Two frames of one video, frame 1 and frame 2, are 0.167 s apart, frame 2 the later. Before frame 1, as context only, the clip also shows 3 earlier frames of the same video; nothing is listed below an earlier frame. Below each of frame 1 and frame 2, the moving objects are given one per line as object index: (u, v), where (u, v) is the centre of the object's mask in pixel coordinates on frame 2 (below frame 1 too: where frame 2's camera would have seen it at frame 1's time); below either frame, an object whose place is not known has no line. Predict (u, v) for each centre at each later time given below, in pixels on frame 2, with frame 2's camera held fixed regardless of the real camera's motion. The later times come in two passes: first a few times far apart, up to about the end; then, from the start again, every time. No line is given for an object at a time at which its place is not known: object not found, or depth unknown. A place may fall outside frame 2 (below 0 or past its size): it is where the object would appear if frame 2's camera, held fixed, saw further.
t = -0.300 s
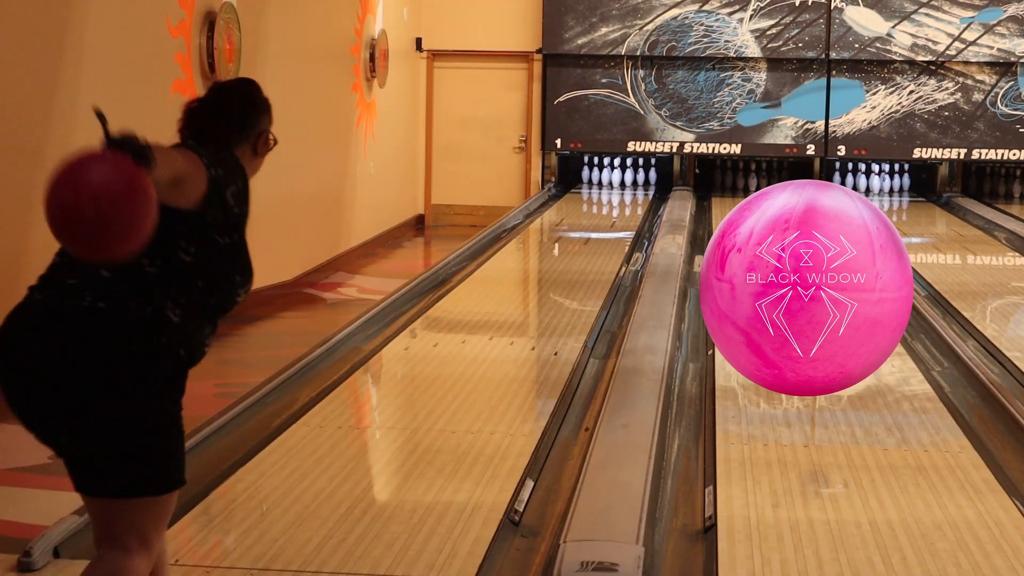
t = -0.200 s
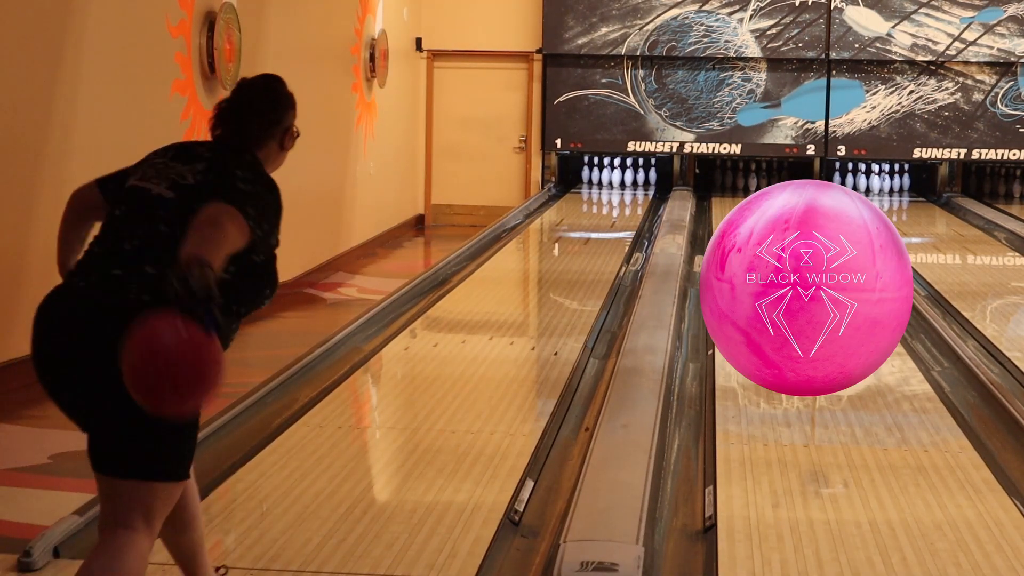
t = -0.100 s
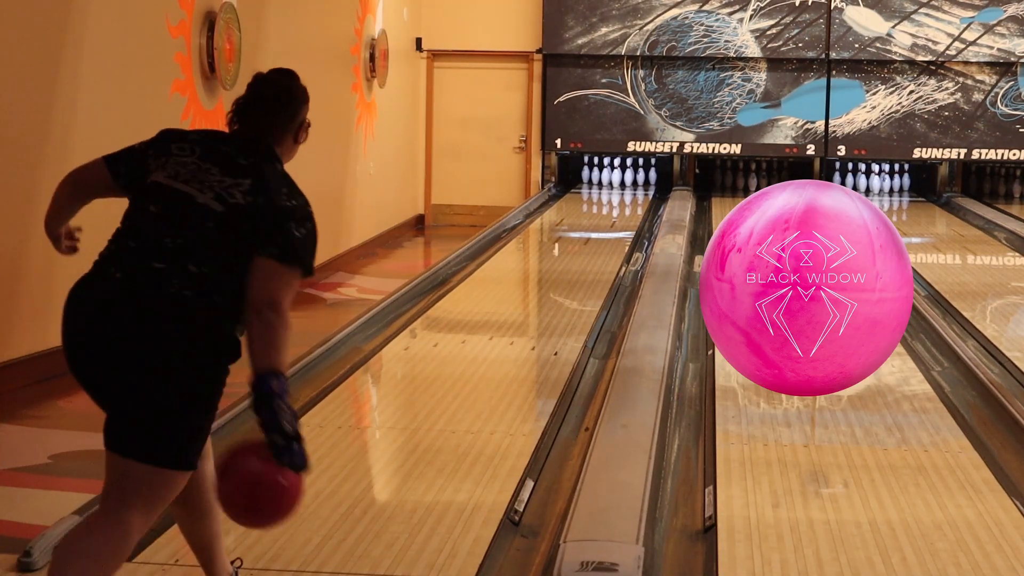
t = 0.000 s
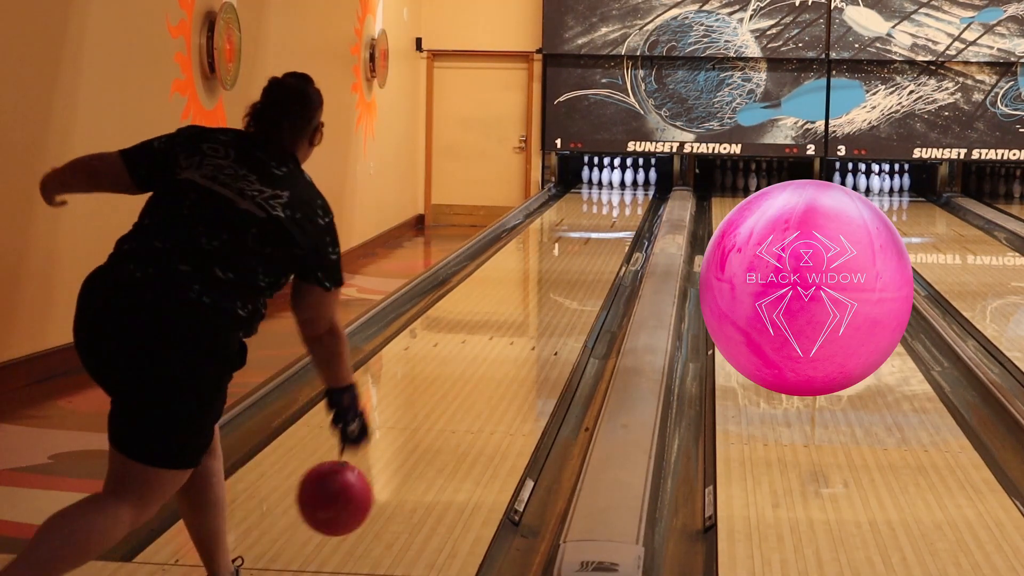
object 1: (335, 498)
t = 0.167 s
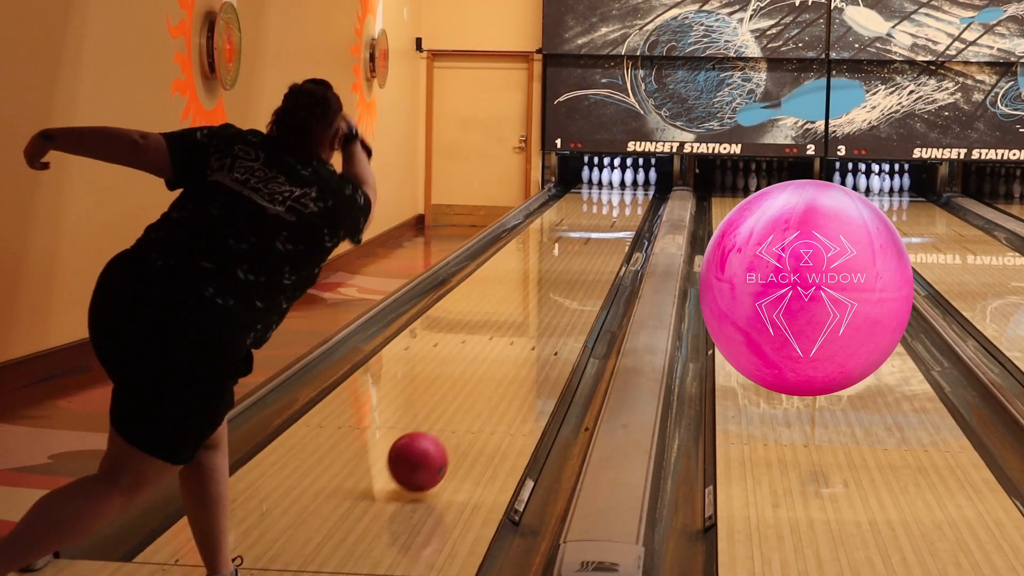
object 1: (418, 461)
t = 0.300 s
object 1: (464, 414)
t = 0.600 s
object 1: (533, 336)
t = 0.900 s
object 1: (574, 288)
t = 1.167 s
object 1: (597, 259)
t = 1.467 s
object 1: (614, 234)
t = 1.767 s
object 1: (624, 216)
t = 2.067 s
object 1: (627, 202)
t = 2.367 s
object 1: (626, 191)
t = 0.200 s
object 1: (430, 450)
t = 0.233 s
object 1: (442, 438)
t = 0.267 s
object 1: (453, 426)
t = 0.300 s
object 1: (464, 414)
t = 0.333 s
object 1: (473, 404)
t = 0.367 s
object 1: (483, 393)
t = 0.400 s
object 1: (491, 384)
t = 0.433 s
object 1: (499, 374)
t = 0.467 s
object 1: (506, 366)
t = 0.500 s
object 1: (513, 358)
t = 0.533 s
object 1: (520, 350)
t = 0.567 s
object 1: (526, 343)
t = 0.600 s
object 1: (533, 336)
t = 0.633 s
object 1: (538, 329)
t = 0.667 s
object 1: (543, 323)
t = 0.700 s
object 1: (548, 317)
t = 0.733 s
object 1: (553, 312)
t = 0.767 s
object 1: (558, 306)
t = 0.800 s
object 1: (562, 301)
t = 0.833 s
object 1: (566, 297)
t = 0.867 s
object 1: (570, 292)
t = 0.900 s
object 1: (574, 288)
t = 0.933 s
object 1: (577, 284)
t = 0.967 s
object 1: (581, 280)
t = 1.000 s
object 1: (584, 276)
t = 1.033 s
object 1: (587, 272)
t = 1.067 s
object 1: (590, 269)
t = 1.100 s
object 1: (592, 265)
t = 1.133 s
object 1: (595, 262)
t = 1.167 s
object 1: (597, 259)
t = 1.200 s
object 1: (600, 255)
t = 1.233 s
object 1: (602, 252)
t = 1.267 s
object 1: (604, 250)
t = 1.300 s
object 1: (606, 247)
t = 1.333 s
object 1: (608, 244)
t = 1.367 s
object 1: (610, 241)
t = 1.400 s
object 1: (611, 239)
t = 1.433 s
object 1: (613, 236)
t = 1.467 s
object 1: (614, 234)
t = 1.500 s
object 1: (616, 232)
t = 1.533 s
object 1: (617, 230)
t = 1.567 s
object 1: (618, 227)
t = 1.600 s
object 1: (619, 225)
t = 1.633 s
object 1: (620, 223)
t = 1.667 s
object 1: (621, 222)
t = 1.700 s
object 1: (622, 220)
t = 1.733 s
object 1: (623, 218)
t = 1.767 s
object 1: (624, 216)
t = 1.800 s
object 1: (624, 214)
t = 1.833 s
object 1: (625, 213)
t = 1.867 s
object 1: (625, 211)
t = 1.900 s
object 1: (626, 210)
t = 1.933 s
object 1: (626, 208)
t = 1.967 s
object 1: (627, 206)
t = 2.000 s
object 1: (627, 205)
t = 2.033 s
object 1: (627, 204)
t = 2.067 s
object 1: (627, 202)
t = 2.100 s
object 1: (627, 201)
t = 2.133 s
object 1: (627, 200)
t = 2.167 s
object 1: (627, 198)
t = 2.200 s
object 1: (627, 197)
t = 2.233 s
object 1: (627, 196)
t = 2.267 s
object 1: (627, 195)
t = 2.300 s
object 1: (627, 194)
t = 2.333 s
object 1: (627, 193)
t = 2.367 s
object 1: (626, 191)
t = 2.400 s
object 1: (626, 191)
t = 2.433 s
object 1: (626, 190)
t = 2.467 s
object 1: (626, 189)
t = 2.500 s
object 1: (625, 188)
